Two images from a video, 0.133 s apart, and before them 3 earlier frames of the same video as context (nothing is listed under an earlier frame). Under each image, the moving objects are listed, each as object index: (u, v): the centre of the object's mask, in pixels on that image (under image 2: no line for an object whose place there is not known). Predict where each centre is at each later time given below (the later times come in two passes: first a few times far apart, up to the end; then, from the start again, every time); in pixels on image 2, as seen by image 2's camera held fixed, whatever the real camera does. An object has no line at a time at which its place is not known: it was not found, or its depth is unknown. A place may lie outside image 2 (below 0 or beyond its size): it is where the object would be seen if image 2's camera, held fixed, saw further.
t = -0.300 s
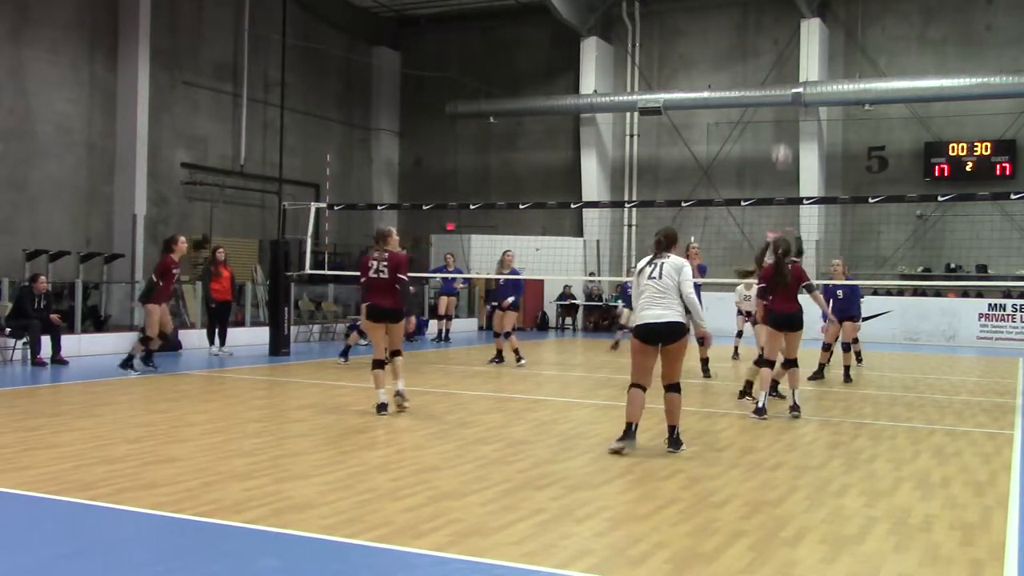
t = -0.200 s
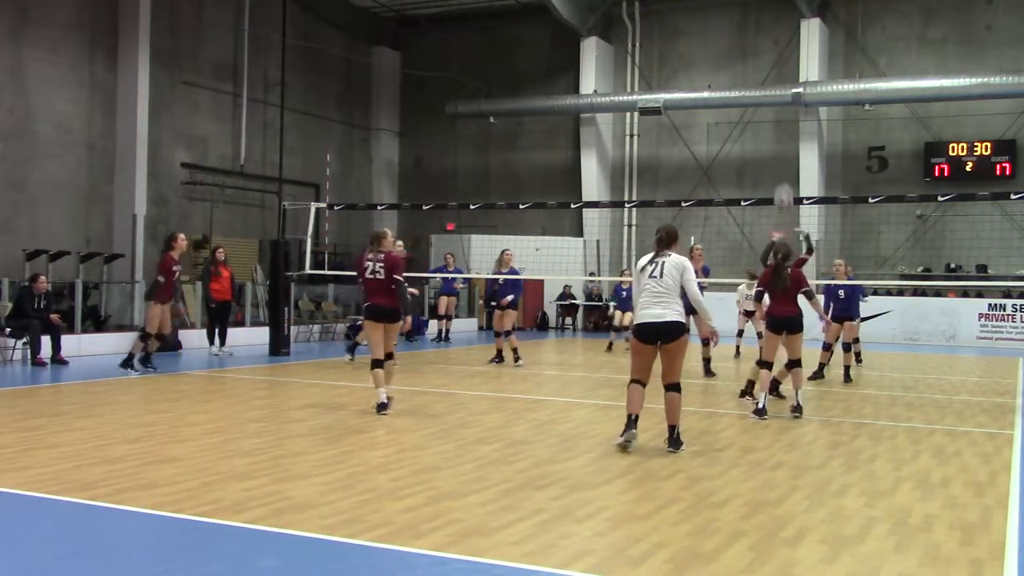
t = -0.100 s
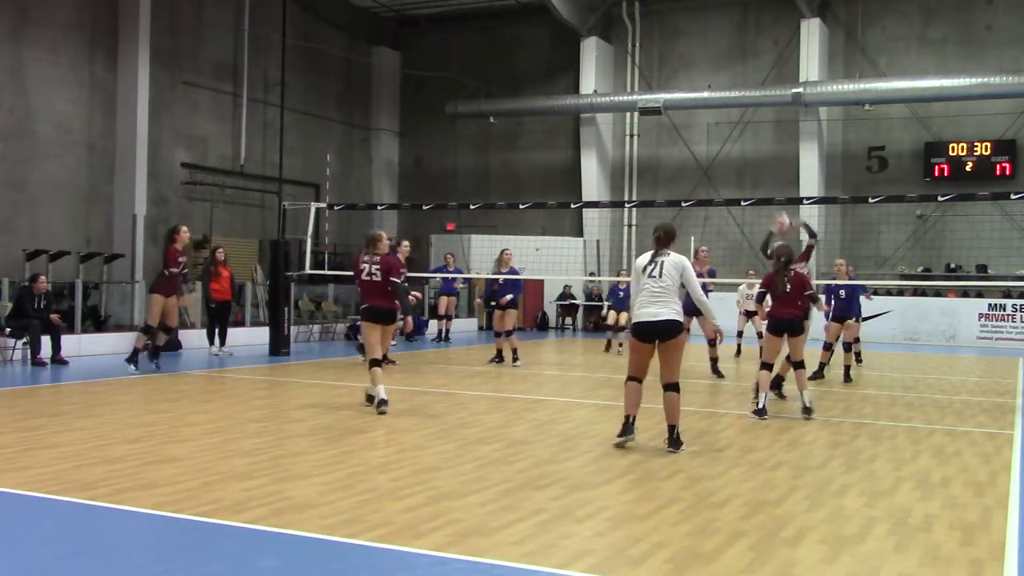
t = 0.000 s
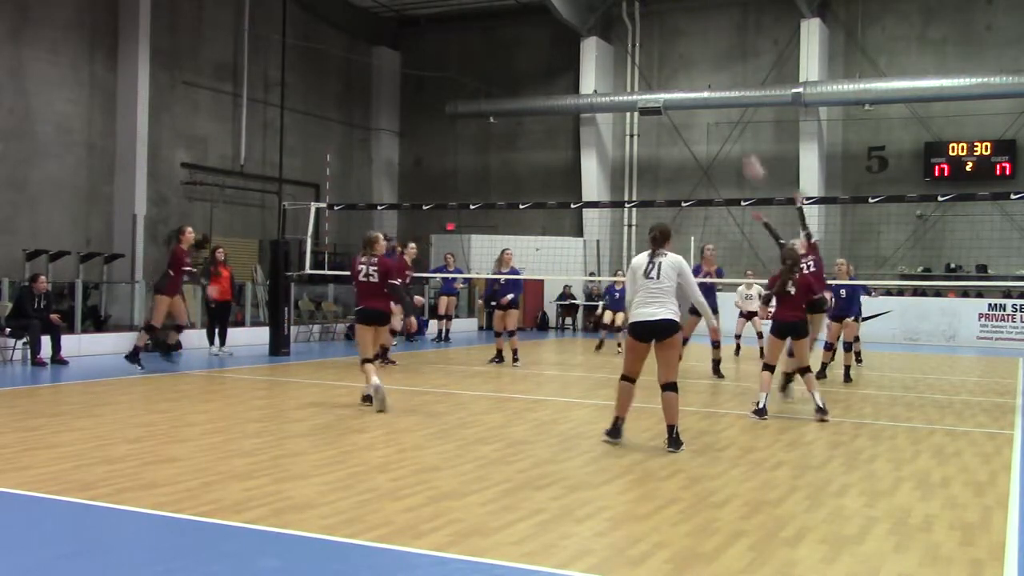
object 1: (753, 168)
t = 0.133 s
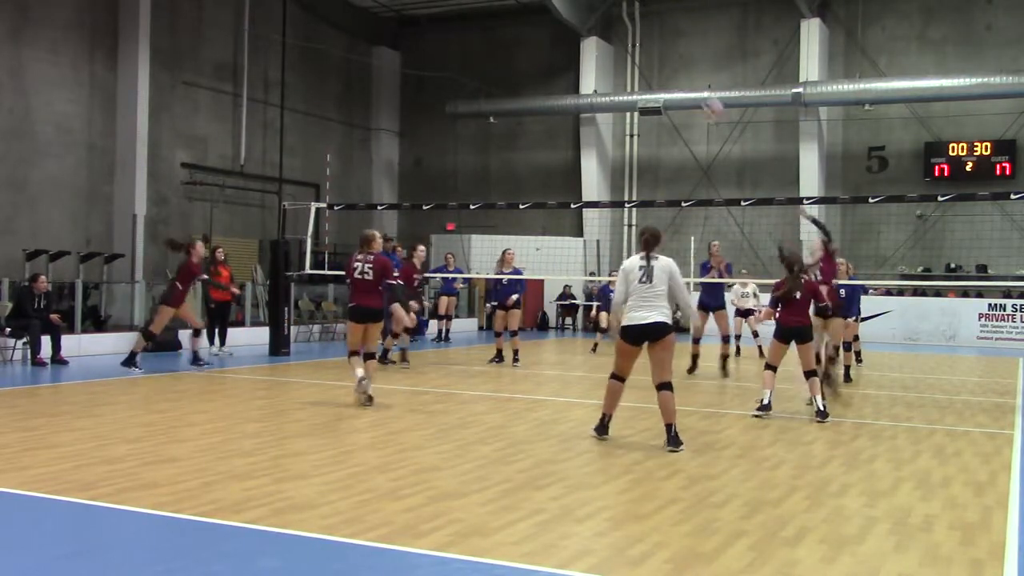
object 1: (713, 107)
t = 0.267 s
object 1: (672, 63)
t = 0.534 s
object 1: (600, 31)
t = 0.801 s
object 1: (534, 59)
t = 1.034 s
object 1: (481, 126)
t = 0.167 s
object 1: (703, 93)
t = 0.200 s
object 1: (693, 82)
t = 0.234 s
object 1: (682, 72)
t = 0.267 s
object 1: (672, 63)
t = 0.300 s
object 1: (663, 57)
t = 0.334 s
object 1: (654, 51)
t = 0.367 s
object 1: (645, 45)
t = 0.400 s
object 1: (636, 41)
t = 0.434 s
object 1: (626, 37)
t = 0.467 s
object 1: (617, 35)
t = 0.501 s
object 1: (609, 33)
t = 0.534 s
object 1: (600, 31)
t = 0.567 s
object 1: (591, 32)
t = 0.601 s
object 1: (582, 34)
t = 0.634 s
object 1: (574, 36)
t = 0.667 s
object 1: (566, 39)
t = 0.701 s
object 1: (557, 43)
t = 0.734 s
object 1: (549, 48)
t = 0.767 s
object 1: (541, 53)
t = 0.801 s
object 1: (534, 59)
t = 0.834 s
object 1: (526, 66)
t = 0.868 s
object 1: (518, 75)
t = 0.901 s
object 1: (510, 84)
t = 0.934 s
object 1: (503, 93)
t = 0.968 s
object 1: (495, 104)
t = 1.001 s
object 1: (488, 115)
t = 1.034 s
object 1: (481, 126)
